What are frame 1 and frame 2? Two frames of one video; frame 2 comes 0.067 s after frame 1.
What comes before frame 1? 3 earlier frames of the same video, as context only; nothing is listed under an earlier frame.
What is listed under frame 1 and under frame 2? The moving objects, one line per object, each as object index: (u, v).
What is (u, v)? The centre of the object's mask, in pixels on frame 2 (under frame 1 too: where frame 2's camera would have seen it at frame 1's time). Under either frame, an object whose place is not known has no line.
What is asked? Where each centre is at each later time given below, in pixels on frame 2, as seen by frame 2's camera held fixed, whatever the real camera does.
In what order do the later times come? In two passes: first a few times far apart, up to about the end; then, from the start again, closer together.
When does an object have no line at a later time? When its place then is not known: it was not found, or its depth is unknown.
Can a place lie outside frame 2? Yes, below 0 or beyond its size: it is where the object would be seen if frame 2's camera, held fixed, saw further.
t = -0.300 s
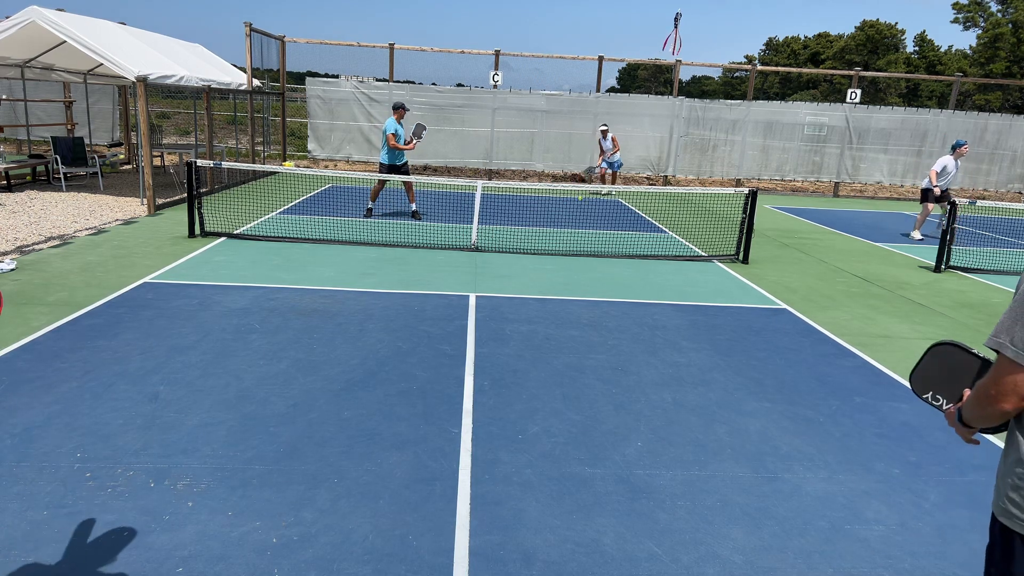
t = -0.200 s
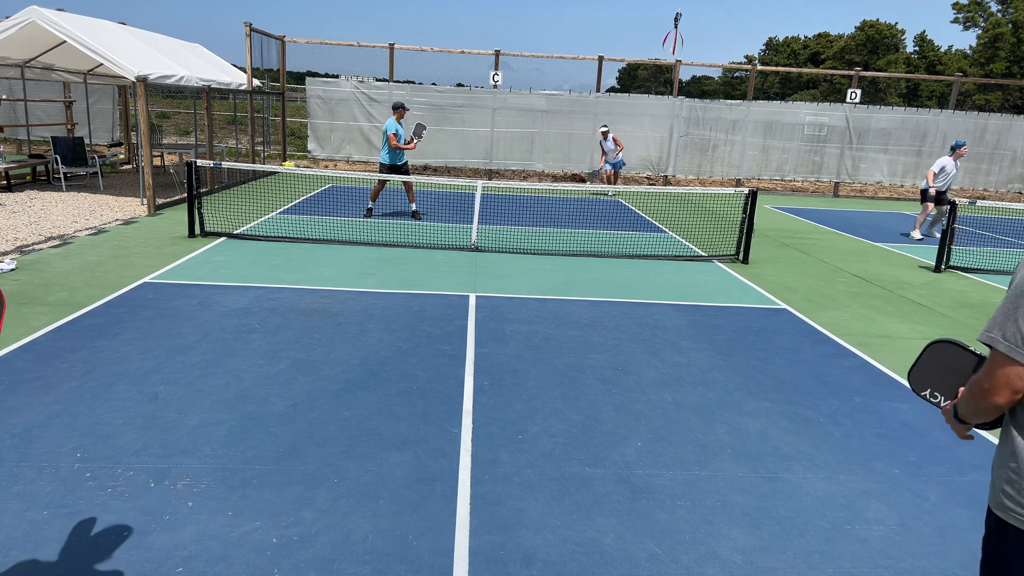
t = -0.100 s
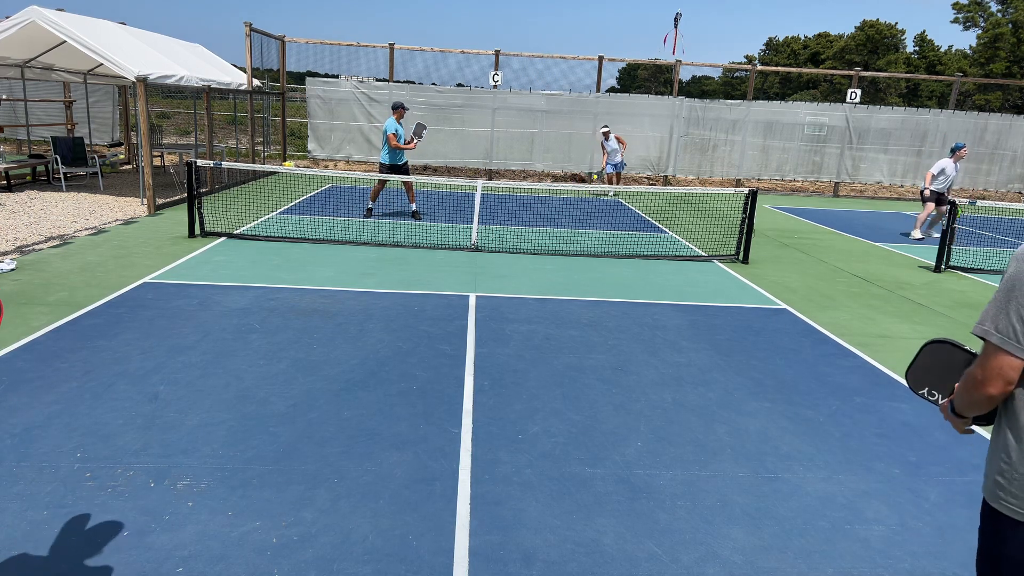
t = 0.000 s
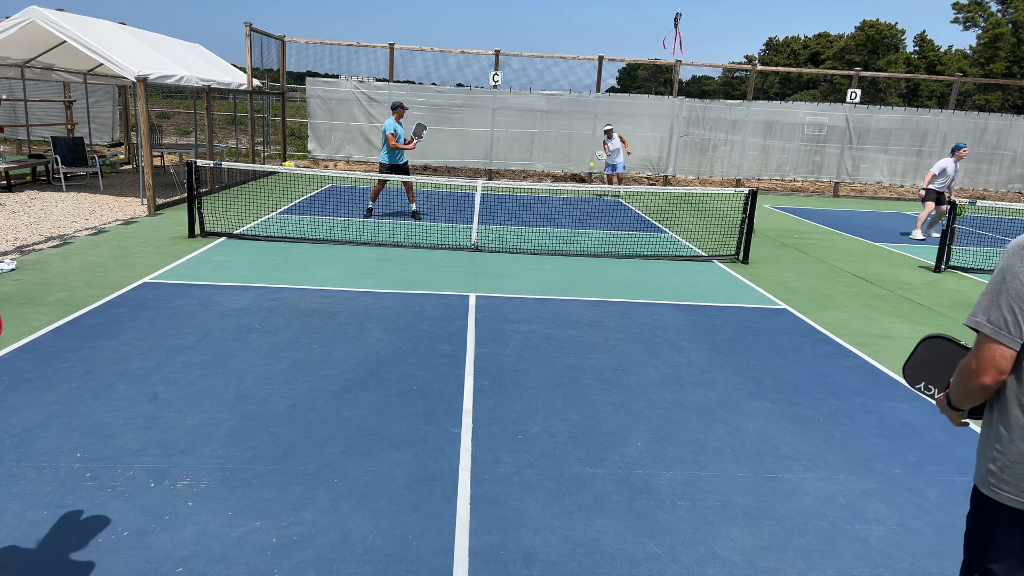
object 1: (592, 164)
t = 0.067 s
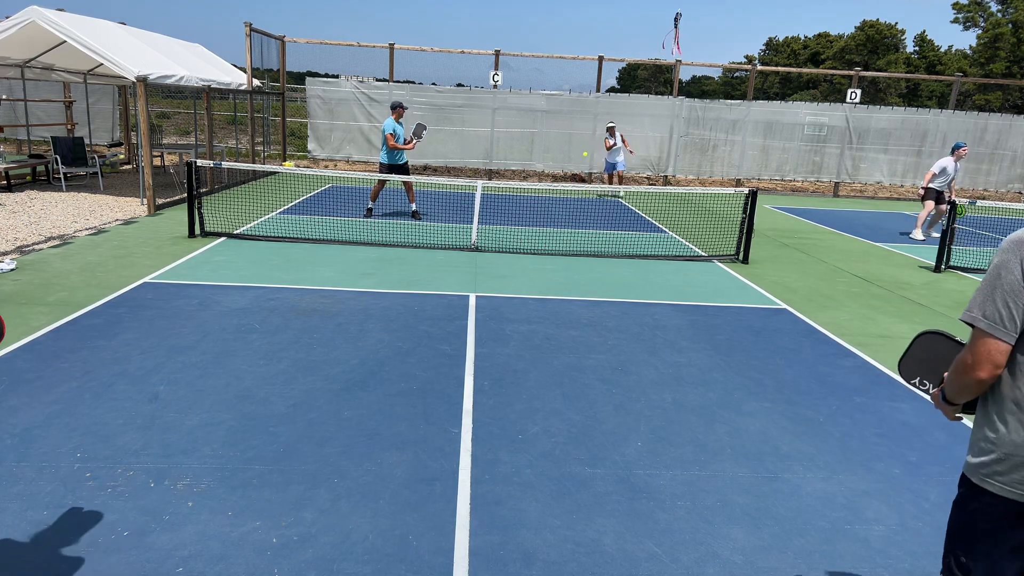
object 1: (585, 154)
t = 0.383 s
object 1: (537, 133)
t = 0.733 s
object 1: (436, 207)
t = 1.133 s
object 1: (282, 280)
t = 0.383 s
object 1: (537, 133)
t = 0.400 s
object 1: (534, 134)
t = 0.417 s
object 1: (530, 135)
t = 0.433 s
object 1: (526, 136)
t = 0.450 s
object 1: (522, 137)
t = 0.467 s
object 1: (518, 139)
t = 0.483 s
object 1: (514, 140)
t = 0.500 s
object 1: (510, 142)
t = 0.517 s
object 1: (506, 145)
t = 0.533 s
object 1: (501, 148)
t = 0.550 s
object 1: (496, 150)
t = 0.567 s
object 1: (492, 154)
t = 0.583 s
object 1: (487, 158)
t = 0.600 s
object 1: (482, 161)
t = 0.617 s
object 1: (477, 166)
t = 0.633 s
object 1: (471, 171)
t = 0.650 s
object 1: (466, 175)
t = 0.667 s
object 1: (461, 181)
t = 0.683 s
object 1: (455, 187)
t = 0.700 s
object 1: (448, 193)
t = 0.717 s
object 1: (443, 200)
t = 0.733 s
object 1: (436, 207)
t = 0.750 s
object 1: (430, 214)
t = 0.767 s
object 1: (423, 222)
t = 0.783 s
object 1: (417, 231)
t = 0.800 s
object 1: (409, 240)
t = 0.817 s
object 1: (403, 250)
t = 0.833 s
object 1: (395, 260)
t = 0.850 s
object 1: (388, 271)
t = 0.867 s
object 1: (380, 282)
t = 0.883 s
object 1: (371, 294)
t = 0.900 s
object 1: (363, 307)
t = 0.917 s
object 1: (355, 318)
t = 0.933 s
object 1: (350, 313)
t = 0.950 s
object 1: (345, 309)
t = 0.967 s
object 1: (340, 305)
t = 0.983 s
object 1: (335, 301)
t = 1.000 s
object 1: (330, 297)
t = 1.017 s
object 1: (324, 294)
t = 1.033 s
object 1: (319, 291)
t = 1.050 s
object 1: (313, 288)
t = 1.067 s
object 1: (307, 286)
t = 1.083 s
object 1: (301, 284)
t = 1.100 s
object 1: (295, 282)
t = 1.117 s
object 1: (289, 281)
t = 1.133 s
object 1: (282, 280)
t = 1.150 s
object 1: (275, 280)
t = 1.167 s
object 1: (268, 280)
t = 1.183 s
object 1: (261, 280)
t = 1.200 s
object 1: (254, 281)
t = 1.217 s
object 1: (247, 283)
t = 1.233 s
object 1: (239, 285)
